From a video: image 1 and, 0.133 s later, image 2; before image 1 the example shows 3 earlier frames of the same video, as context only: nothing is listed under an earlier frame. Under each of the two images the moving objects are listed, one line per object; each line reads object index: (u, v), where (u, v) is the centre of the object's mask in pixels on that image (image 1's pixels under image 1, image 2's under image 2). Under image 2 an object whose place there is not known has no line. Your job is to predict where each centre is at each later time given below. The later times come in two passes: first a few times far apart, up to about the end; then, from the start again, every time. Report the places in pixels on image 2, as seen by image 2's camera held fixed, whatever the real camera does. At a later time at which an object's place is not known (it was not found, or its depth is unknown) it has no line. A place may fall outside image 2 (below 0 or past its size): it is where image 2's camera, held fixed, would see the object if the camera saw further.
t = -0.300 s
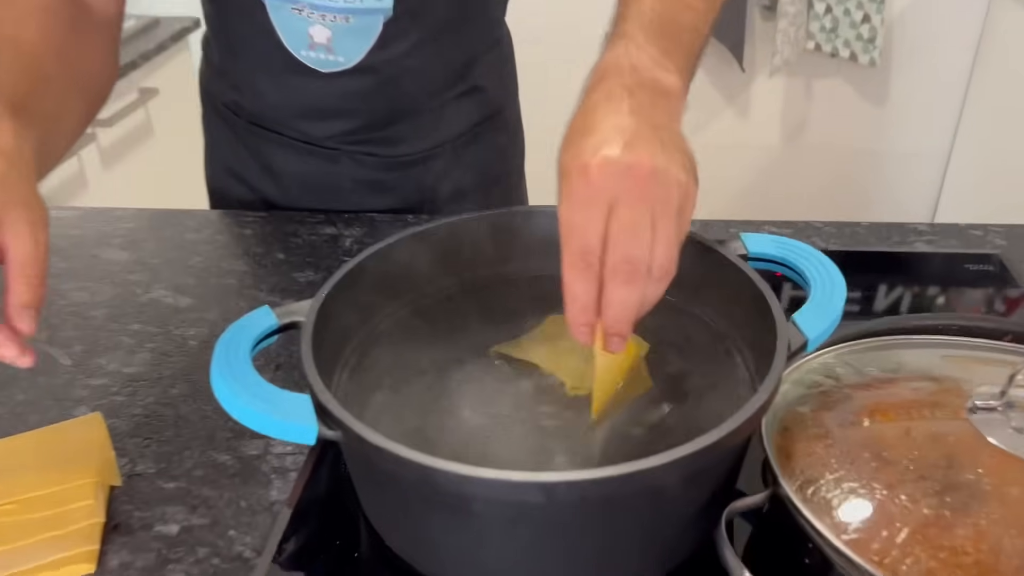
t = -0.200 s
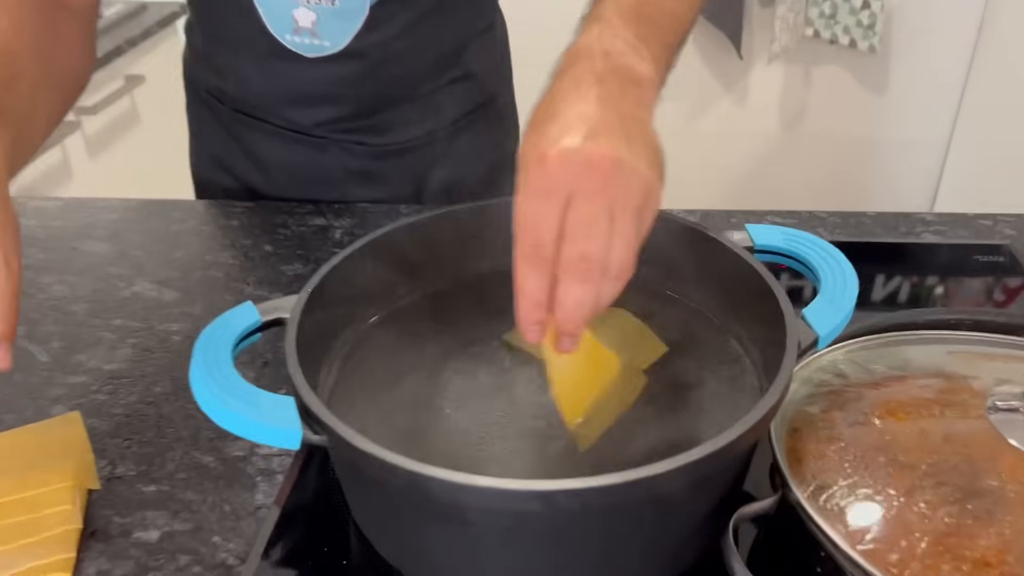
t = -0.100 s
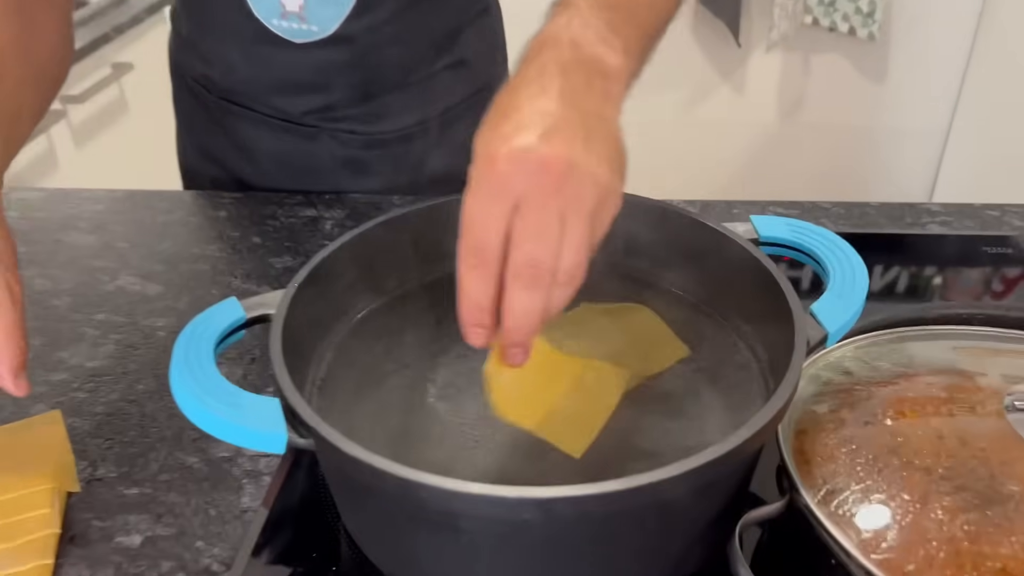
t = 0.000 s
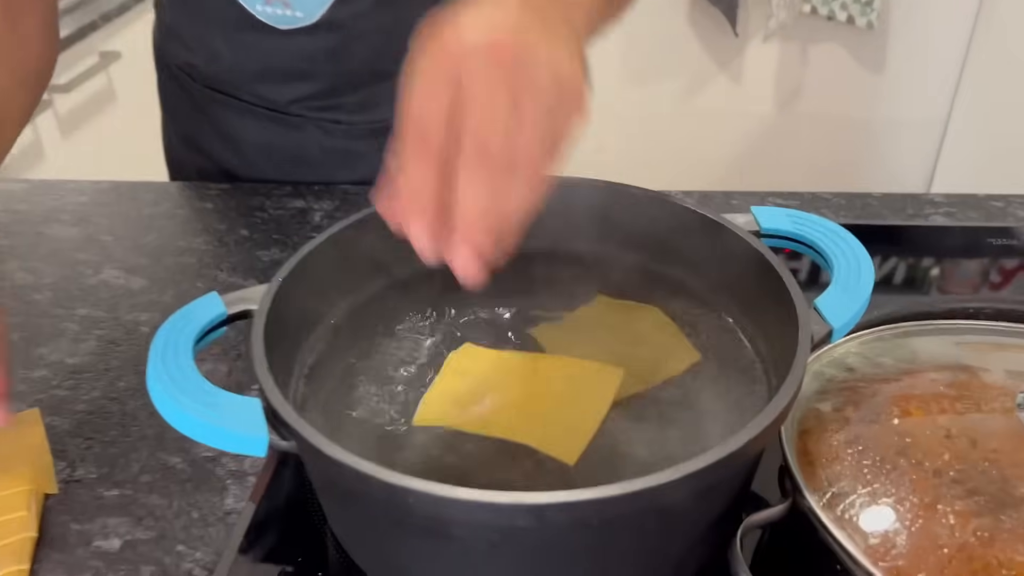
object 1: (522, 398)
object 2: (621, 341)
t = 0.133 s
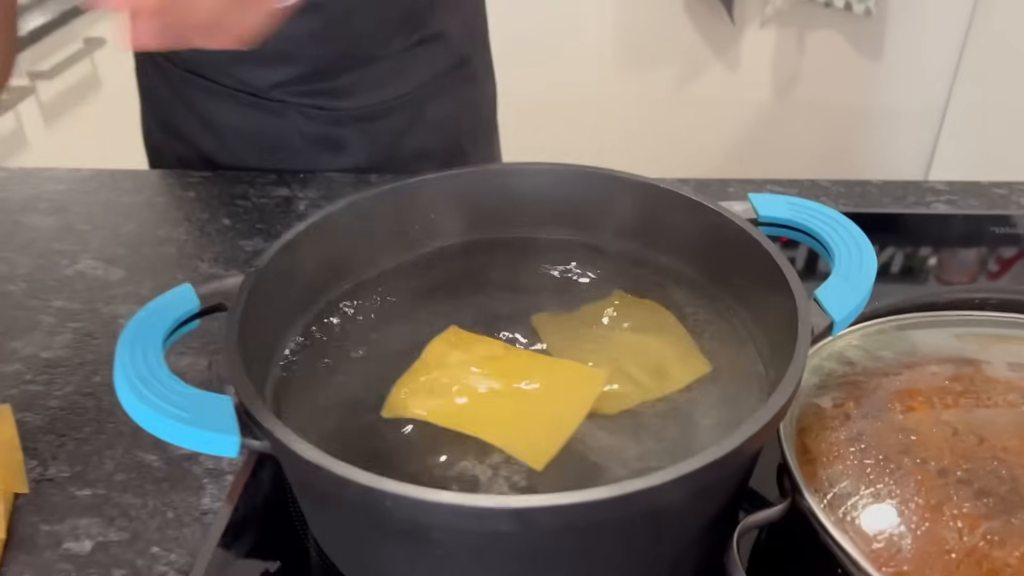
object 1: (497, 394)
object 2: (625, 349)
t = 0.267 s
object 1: (495, 398)
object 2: (636, 368)
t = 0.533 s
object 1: (487, 405)
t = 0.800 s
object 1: (469, 412)
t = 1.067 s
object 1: (409, 413)
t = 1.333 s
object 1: (365, 397)
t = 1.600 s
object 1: (356, 385)
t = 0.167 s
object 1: (495, 395)
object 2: (630, 353)
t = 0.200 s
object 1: (495, 395)
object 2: (634, 359)
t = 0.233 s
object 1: (495, 396)
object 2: (635, 363)
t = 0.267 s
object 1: (495, 398)
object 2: (636, 368)
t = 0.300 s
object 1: (495, 399)
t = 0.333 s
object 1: (495, 401)
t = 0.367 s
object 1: (493, 403)
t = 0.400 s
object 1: (492, 404)
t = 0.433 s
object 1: (490, 406)
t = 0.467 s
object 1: (489, 406)
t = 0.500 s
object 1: (488, 406)
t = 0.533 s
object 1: (487, 405)
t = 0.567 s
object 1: (486, 404)
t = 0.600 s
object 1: (485, 403)
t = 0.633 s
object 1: (483, 400)
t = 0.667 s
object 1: (481, 403)
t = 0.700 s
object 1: (480, 405)
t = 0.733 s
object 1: (477, 407)
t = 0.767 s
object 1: (472, 409)
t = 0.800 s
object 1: (469, 412)
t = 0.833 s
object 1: (464, 414)
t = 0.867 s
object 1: (458, 415)
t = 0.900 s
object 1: (451, 415)
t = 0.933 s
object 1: (445, 413)
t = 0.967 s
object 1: (435, 413)
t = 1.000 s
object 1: (426, 414)
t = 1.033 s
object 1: (418, 414)
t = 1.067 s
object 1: (409, 413)
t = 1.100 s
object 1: (401, 412)
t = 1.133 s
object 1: (393, 411)
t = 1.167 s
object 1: (384, 410)
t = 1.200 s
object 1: (380, 407)
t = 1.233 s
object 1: (375, 405)
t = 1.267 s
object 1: (373, 402)
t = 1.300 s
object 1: (368, 400)
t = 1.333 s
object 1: (365, 397)
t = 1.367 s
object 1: (363, 394)
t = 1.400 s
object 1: (360, 392)
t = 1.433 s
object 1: (360, 391)
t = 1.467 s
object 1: (359, 391)
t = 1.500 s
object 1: (358, 391)
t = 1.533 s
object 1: (357, 388)
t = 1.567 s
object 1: (356, 386)
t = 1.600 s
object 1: (356, 385)
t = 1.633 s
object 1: (355, 383)
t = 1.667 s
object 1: (356, 381)
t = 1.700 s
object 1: (359, 378)
